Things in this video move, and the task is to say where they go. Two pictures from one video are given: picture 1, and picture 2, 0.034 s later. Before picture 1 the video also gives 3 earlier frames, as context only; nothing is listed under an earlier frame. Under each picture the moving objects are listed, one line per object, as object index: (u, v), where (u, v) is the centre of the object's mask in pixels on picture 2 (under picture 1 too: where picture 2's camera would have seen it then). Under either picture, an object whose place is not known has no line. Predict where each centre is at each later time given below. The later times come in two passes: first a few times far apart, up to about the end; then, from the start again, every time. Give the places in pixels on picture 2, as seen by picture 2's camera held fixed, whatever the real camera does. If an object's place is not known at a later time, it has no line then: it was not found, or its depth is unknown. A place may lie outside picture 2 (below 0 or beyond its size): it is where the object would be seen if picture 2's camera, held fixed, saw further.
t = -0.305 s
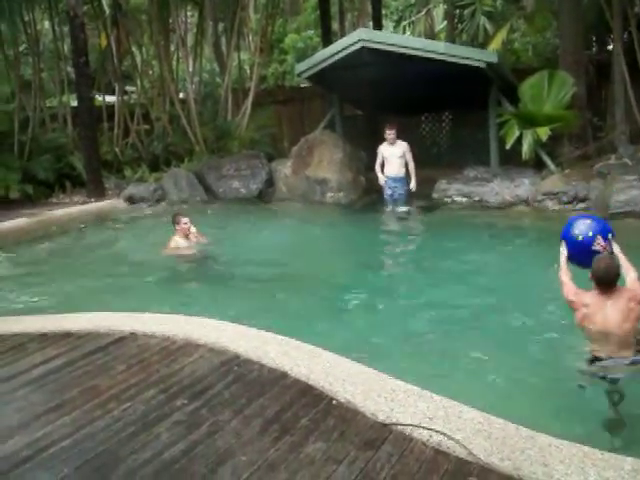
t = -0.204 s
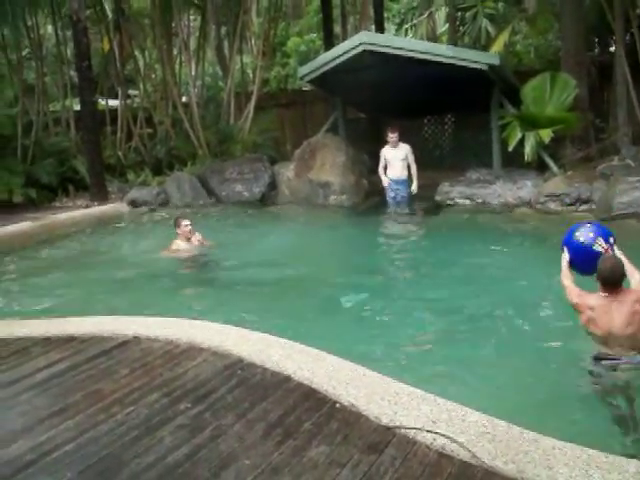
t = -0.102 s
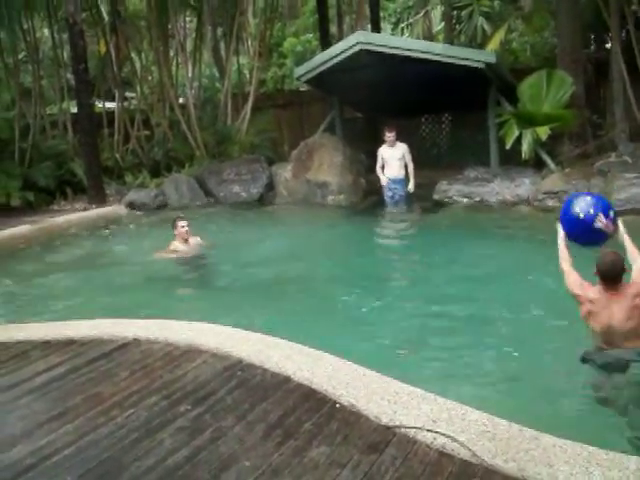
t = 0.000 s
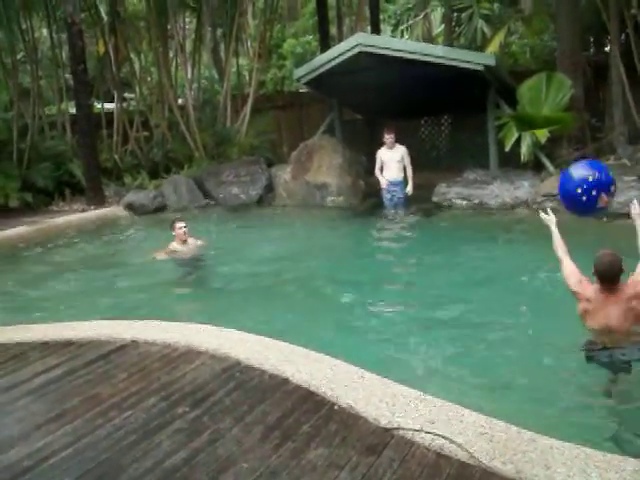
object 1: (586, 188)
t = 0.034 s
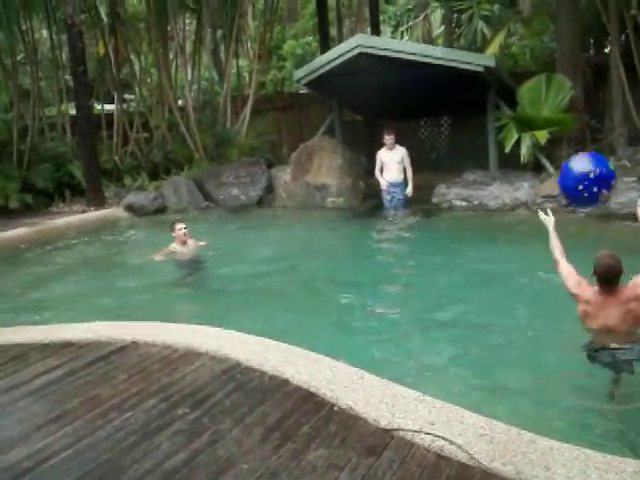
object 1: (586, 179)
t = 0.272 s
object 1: (586, 149)
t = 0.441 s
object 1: (585, 162)
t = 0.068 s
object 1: (586, 172)
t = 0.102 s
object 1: (586, 165)
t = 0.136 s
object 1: (587, 159)
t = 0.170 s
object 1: (587, 154)
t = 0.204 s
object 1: (587, 152)
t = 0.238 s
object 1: (587, 150)
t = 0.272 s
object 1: (586, 149)
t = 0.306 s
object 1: (587, 149)
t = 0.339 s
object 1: (587, 151)
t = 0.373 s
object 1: (586, 153)
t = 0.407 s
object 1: (585, 157)
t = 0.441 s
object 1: (585, 162)
